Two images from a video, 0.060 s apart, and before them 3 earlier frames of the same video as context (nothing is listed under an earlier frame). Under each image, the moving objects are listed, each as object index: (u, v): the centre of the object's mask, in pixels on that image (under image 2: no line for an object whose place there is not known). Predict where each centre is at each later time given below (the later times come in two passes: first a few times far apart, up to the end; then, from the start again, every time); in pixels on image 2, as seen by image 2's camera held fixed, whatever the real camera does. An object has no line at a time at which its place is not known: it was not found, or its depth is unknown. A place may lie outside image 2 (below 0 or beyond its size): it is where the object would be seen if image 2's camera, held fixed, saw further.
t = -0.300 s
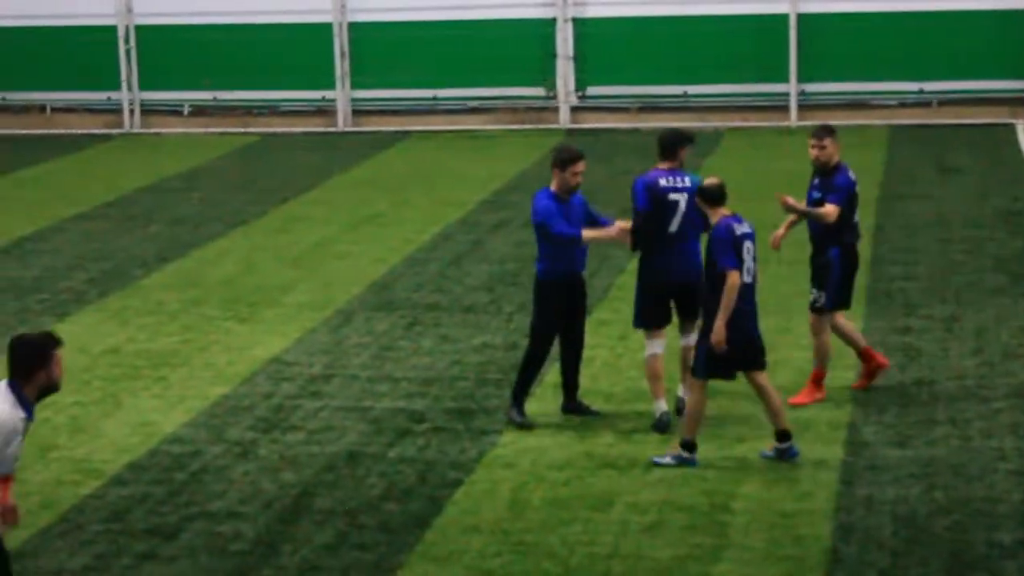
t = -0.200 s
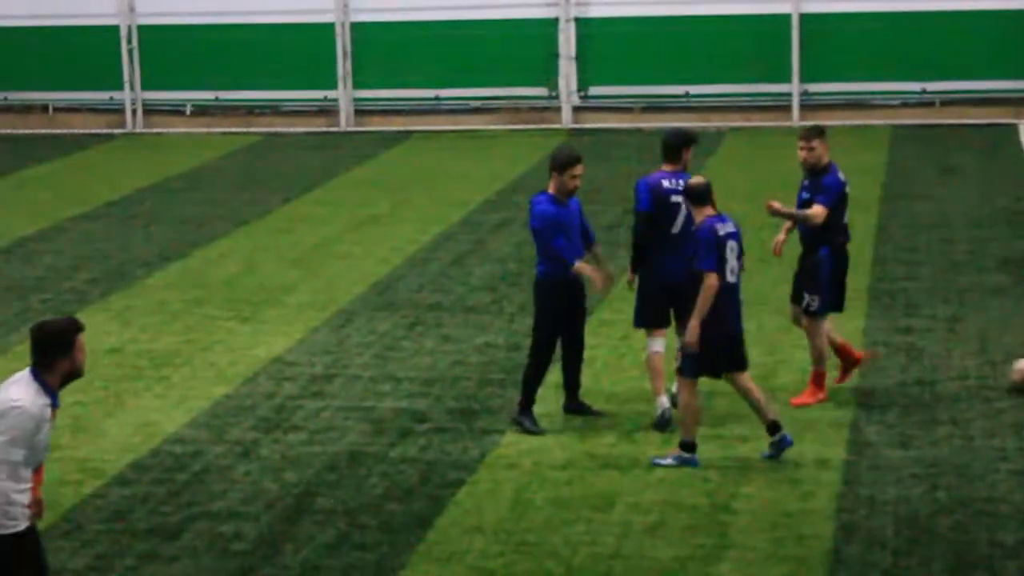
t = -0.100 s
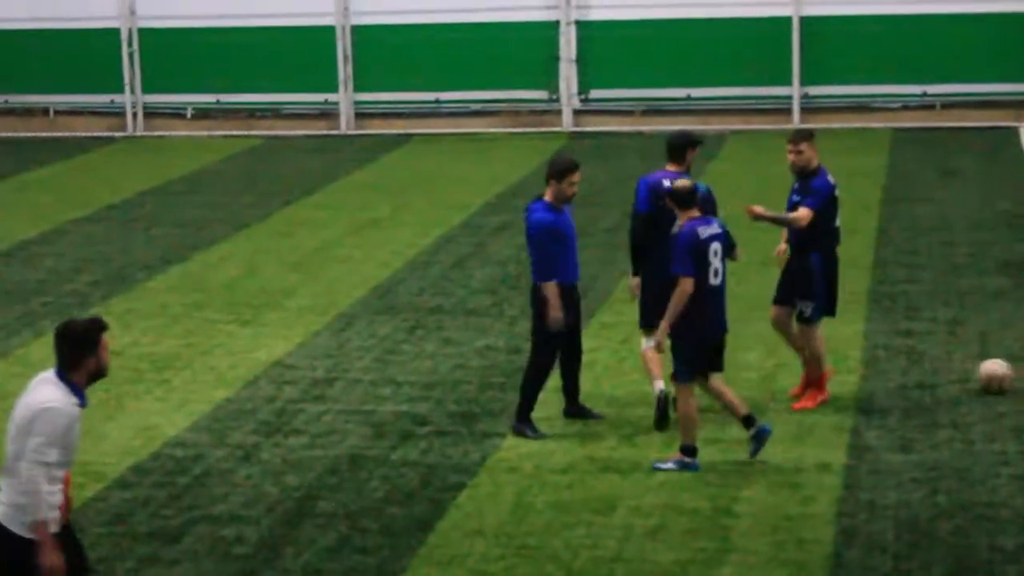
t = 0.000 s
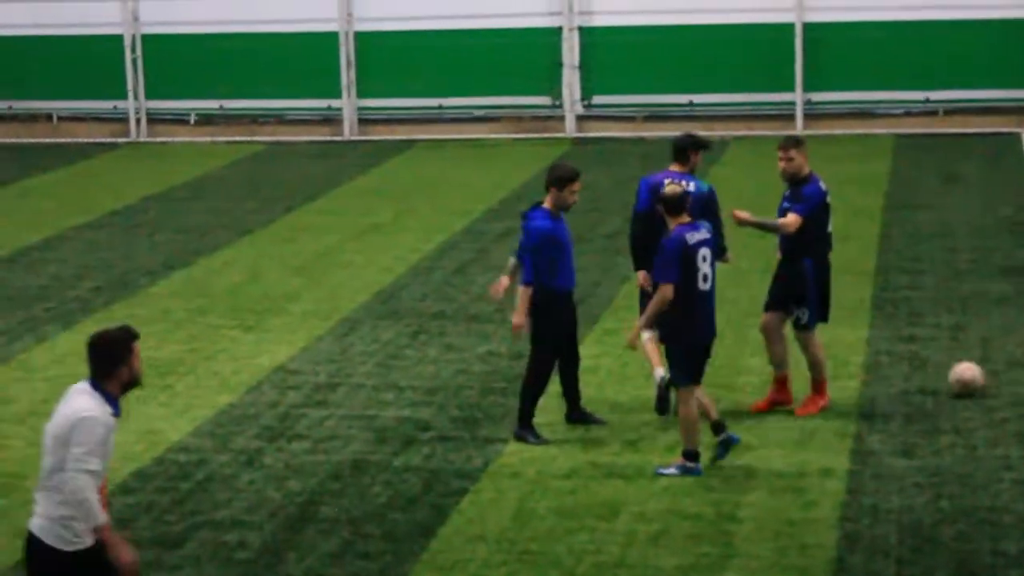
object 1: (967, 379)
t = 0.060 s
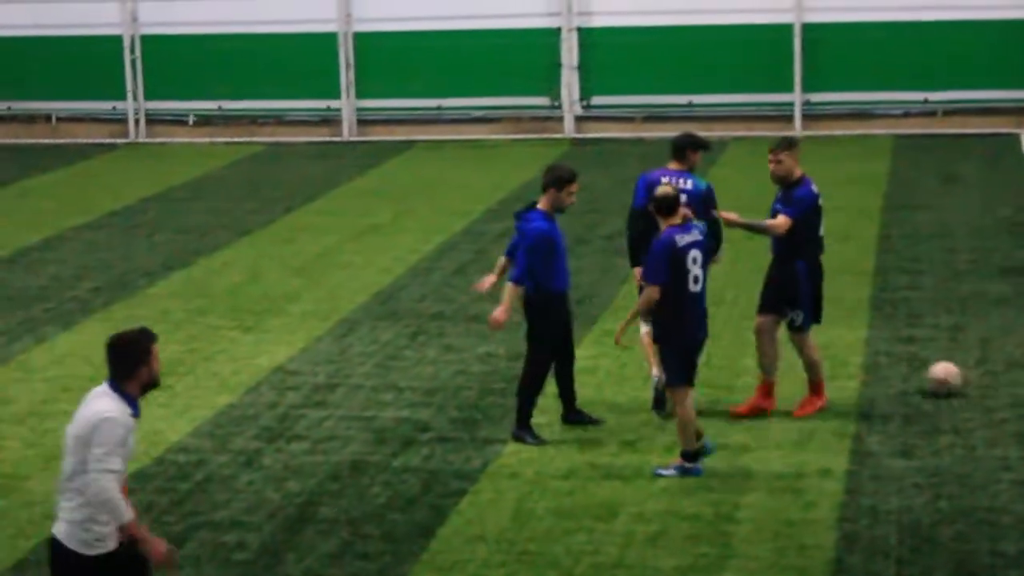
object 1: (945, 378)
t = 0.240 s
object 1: (892, 375)
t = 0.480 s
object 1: (823, 372)
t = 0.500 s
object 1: (820, 372)
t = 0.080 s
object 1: (937, 378)
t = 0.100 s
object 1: (931, 378)
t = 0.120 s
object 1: (926, 377)
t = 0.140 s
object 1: (919, 377)
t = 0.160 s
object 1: (914, 377)
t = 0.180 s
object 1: (909, 375)
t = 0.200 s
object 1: (904, 376)
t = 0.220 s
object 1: (899, 376)
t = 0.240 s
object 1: (892, 375)
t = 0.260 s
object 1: (885, 374)
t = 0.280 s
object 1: (879, 374)
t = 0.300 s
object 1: (875, 373)
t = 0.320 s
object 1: (870, 373)
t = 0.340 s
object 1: (864, 374)
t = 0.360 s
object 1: (859, 374)
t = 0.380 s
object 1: (853, 374)
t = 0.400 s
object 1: (848, 373)
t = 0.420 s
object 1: (841, 372)
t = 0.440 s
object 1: (835, 372)
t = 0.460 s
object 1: (830, 372)
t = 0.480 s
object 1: (823, 372)
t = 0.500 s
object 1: (820, 372)
